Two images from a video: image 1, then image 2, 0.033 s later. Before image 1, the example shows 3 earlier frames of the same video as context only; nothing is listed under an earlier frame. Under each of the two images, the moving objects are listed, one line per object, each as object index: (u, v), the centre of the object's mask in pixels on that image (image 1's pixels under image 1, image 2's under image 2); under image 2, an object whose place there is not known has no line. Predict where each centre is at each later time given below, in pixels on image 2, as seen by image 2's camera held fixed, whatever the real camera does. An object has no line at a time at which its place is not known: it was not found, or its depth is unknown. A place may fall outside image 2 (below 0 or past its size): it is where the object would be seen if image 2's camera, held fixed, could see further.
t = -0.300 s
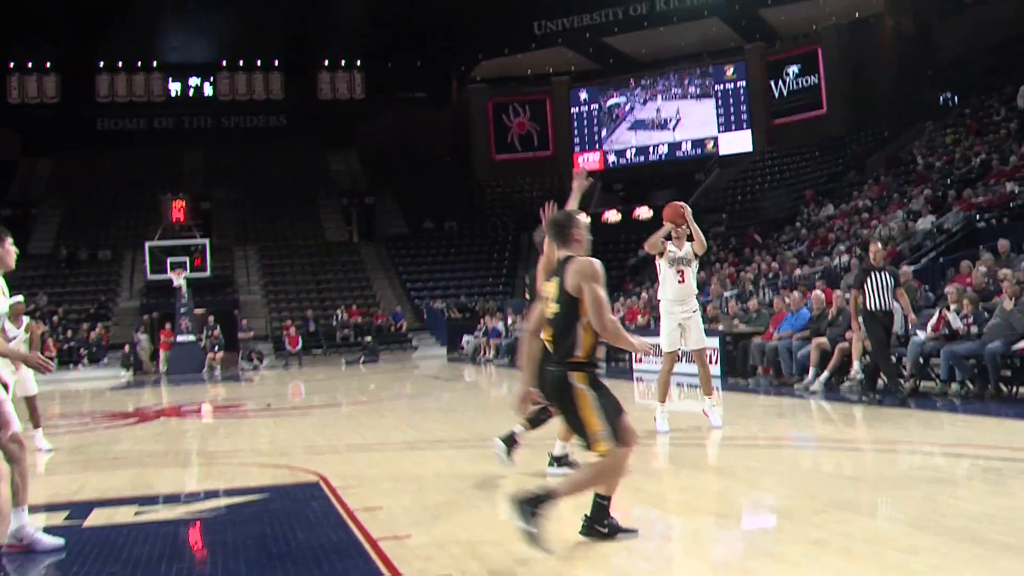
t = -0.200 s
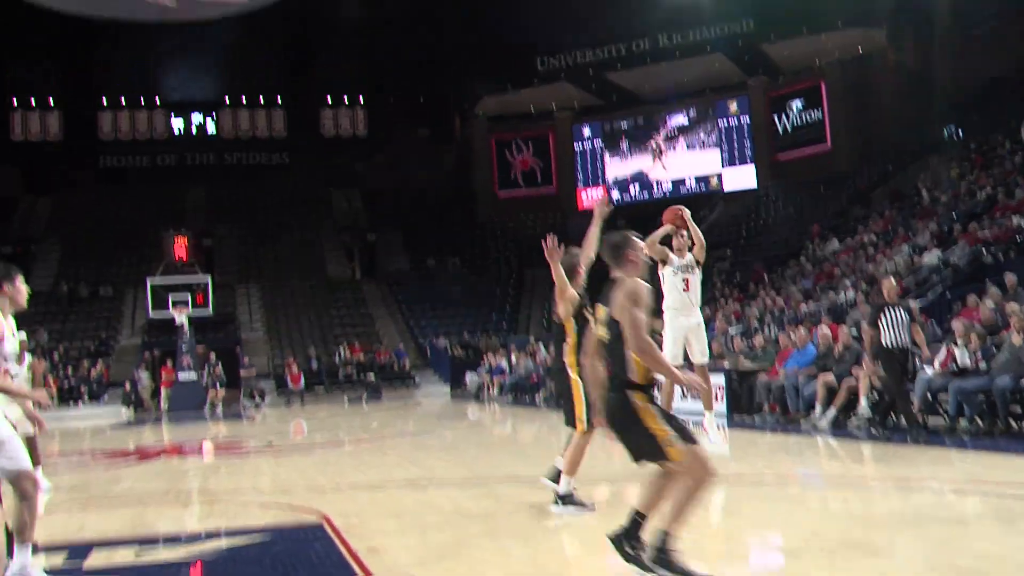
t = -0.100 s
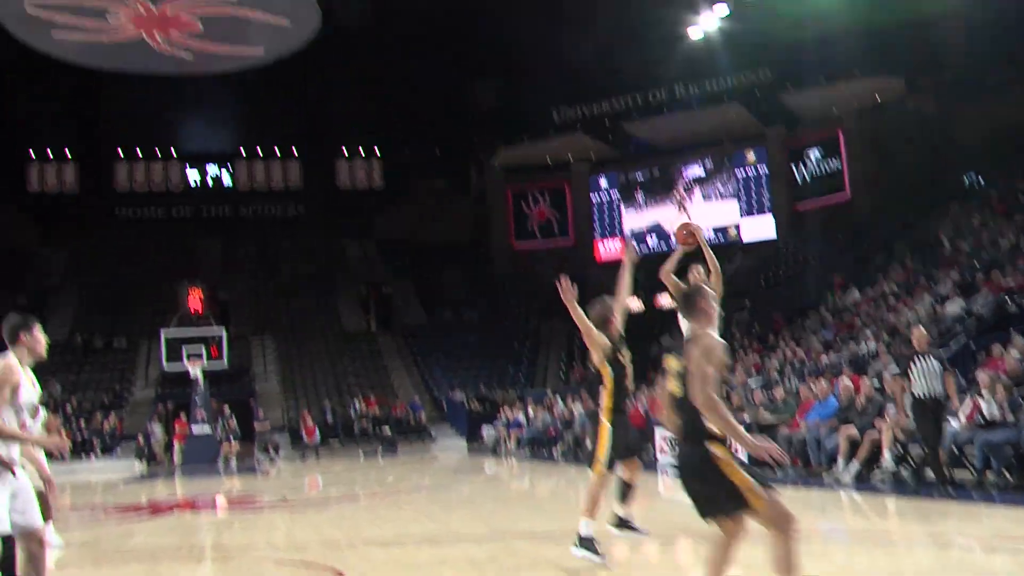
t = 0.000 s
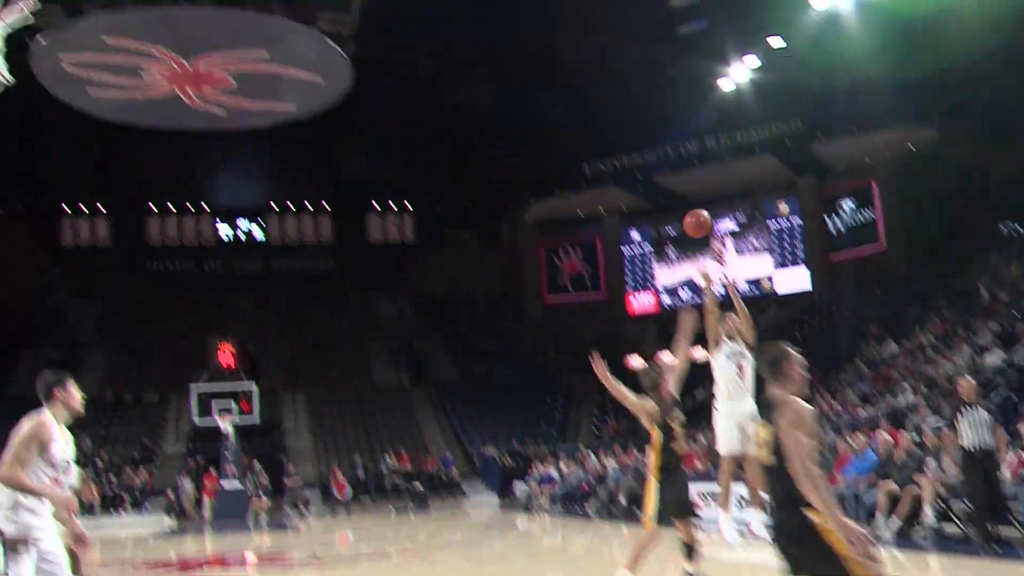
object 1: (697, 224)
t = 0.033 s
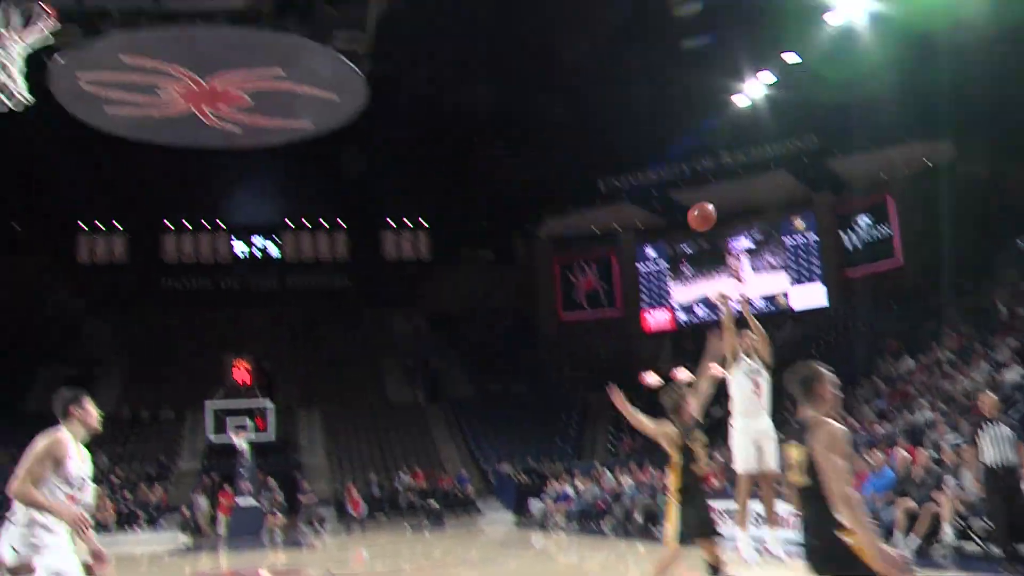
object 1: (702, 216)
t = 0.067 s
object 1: (692, 194)
